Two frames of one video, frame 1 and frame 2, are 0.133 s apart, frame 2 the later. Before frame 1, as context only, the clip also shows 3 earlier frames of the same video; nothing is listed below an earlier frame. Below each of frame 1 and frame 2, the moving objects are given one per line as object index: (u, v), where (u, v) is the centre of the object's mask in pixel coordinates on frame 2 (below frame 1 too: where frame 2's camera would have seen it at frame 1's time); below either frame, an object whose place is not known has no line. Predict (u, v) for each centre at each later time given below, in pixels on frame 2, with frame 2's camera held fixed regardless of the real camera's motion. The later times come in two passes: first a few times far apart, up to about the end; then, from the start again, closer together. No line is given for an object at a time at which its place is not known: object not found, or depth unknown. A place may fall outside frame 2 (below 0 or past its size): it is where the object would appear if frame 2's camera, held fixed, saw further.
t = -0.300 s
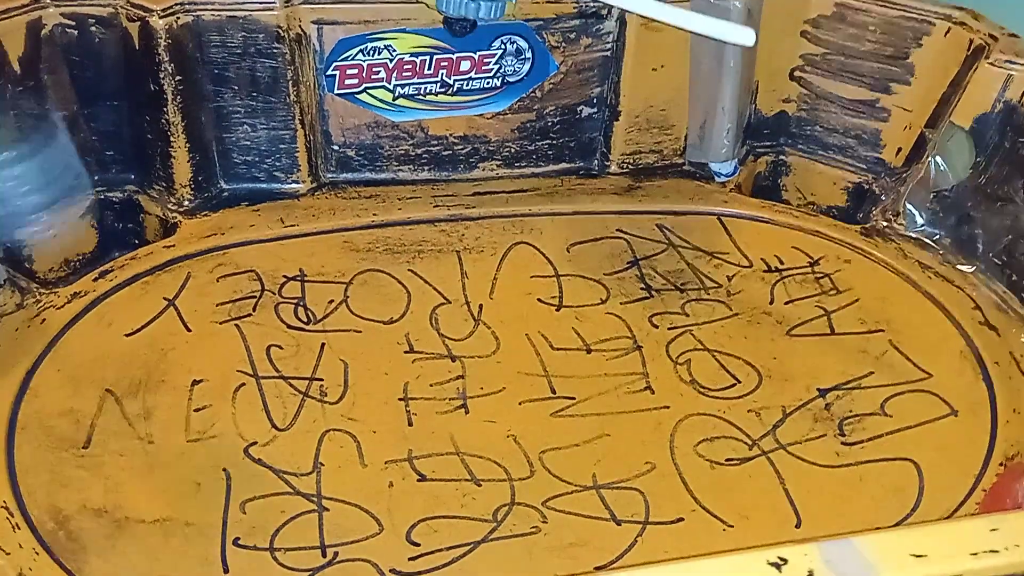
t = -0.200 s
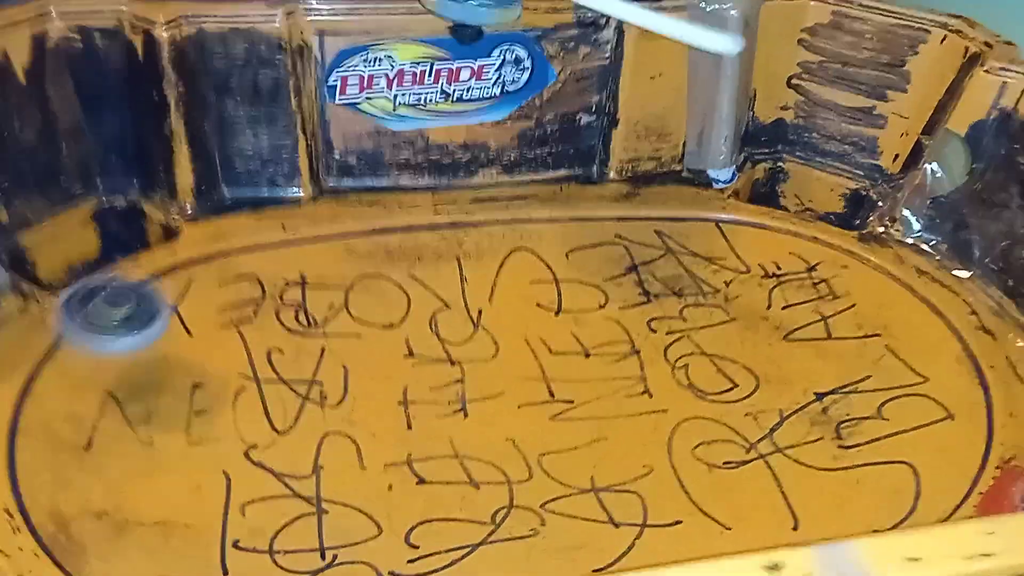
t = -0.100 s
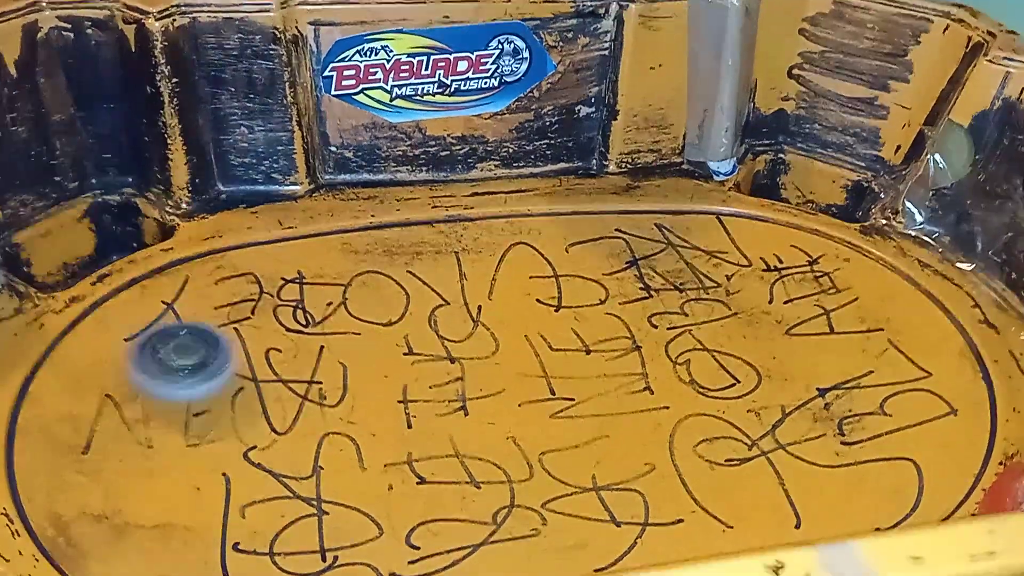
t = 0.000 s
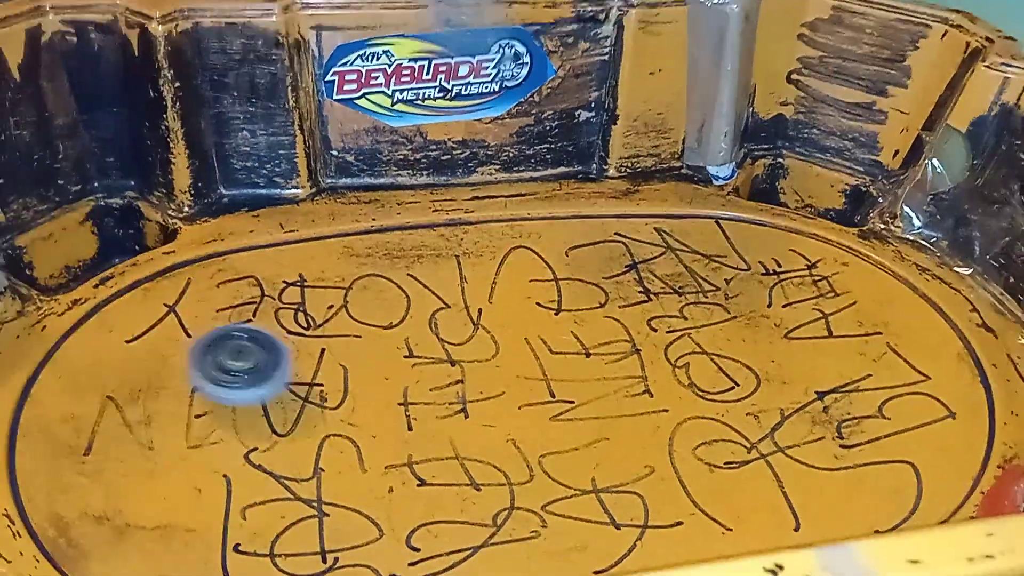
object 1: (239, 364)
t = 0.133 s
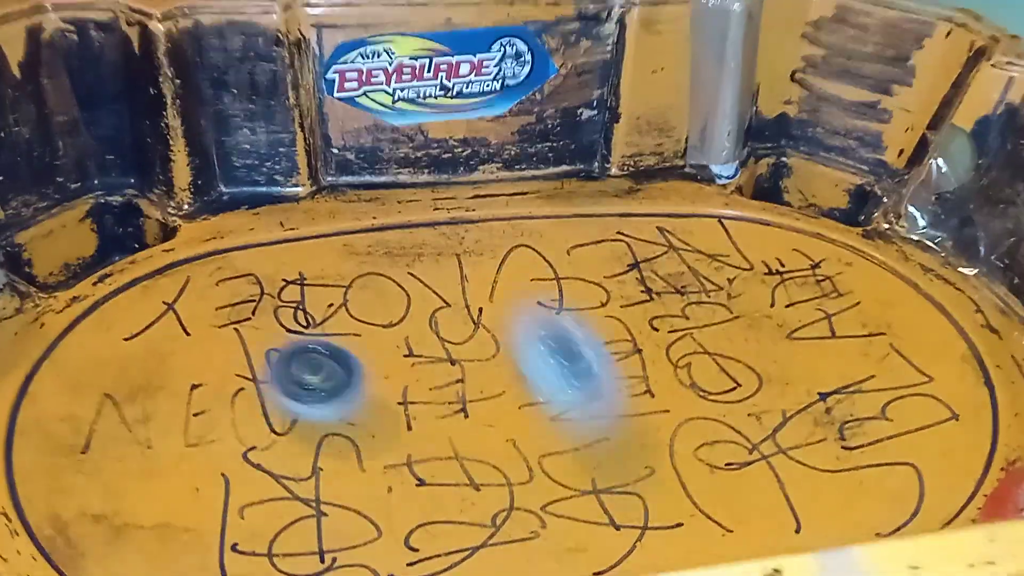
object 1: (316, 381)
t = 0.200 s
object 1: (360, 400)
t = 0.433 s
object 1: (526, 379)
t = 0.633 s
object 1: (576, 291)
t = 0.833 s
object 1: (487, 237)
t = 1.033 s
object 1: (374, 286)
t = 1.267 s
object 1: (470, 420)
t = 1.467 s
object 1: (633, 432)
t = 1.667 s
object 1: (721, 358)
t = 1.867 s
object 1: (650, 288)
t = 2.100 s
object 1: (478, 322)
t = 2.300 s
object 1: (412, 431)
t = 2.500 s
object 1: (502, 527)
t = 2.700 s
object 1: (493, 501)
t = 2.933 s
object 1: (283, 449)
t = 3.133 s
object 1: (209, 504)
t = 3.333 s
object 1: (327, 510)
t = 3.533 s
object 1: (389, 432)
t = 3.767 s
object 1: (348, 387)
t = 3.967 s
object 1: (361, 376)
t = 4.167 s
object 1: (438, 365)
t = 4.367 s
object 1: (456, 291)
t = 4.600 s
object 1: (369, 257)
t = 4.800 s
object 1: (391, 329)
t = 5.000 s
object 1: (508, 373)
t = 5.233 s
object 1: (632, 340)
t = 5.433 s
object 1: (617, 286)
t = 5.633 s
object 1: (525, 306)
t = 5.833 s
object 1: (502, 383)
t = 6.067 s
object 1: (565, 460)
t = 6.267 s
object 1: (672, 452)
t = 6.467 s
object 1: (648, 386)
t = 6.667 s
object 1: (570, 361)
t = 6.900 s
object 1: (453, 386)
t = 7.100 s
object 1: (365, 455)
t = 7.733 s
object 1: (449, 387)
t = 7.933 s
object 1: (459, 313)
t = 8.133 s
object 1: (511, 235)
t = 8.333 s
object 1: (418, 216)
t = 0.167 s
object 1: (337, 390)
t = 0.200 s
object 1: (360, 400)
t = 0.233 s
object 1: (384, 409)
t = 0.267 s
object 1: (409, 415)
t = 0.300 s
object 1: (435, 417)
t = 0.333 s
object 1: (462, 413)
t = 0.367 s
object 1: (485, 404)
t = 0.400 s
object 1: (506, 392)
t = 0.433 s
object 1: (526, 379)
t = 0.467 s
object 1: (543, 366)
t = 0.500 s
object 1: (560, 352)
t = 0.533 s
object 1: (571, 339)
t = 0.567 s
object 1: (579, 323)
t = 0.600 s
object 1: (579, 308)
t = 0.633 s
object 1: (576, 291)
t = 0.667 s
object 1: (571, 278)
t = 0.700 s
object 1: (561, 265)
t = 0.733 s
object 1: (547, 254)
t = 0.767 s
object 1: (531, 246)
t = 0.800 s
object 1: (510, 240)
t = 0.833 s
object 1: (487, 237)
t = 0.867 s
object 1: (464, 238)
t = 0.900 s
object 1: (440, 241)
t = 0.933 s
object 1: (419, 247)
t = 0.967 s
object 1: (399, 255)
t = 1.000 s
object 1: (383, 269)
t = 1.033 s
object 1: (374, 286)
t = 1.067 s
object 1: (371, 303)
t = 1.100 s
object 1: (376, 324)
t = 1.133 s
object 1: (391, 349)
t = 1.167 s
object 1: (407, 371)
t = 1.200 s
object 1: (427, 393)
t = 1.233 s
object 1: (448, 407)
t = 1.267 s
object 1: (470, 420)
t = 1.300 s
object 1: (492, 429)
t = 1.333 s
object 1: (517, 433)
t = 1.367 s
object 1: (546, 436)
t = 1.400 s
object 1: (575, 438)
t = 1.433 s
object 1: (605, 436)
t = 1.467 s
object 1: (633, 432)
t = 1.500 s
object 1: (659, 424)
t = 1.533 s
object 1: (681, 413)
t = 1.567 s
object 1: (698, 400)
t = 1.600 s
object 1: (711, 386)
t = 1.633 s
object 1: (717, 371)
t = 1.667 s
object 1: (721, 358)
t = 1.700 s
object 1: (719, 341)
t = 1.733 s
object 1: (713, 327)
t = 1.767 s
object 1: (702, 314)
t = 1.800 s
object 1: (688, 304)
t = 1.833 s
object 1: (670, 295)
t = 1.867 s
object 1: (650, 288)
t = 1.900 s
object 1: (626, 284)
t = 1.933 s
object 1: (603, 283)
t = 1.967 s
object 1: (576, 287)
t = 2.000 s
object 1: (551, 292)
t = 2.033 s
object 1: (526, 300)
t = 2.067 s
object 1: (502, 309)
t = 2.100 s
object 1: (478, 322)
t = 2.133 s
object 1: (462, 334)
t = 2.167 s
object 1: (447, 349)
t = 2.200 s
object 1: (432, 366)
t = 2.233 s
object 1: (421, 385)
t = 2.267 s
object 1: (415, 408)
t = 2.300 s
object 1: (412, 431)
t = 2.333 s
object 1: (412, 456)
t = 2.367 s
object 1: (420, 479)
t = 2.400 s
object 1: (433, 496)
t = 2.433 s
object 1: (452, 509)
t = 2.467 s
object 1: (476, 520)
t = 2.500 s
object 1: (502, 527)
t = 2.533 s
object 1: (531, 529)
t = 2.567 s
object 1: (561, 529)
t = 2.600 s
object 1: (590, 526)
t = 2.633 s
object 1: (597, 519)
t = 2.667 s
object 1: (546, 504)
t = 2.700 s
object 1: (493, 501)
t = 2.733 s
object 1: (446, 489)
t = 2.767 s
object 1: (408, 475)
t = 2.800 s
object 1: (372, 463)
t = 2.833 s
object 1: (348, 455)
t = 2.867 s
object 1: (323, 448)
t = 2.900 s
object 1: (303, 445)
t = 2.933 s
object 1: (283, 449)
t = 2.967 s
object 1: (265, 455)
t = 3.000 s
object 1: (243, 464)
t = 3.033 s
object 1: (226, 473)
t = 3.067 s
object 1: (213, 483)
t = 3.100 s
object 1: (206, 494)
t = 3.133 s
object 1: (209, 504)
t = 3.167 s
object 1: (218, 513)
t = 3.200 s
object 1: (235, 518)
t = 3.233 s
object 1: (255, 520)
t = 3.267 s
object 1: (279, 520)
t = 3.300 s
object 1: (303, 516)
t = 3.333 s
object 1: (327, 510)
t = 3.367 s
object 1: (348, 501)
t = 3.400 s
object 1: (365, 489)
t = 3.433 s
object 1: (378, 475)
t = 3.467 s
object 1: (385, 461)
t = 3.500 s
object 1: (389, 445)
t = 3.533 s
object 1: (389, 432)
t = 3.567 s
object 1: (387, 421)
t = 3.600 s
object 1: (382, 411)
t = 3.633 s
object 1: (374, 404)
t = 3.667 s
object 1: (367, 399)
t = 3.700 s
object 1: (359, 394)
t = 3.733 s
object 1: (354, 390)
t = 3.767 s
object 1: (348, 387)
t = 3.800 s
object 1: (345, 383)
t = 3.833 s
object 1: (344, 381)
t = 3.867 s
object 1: (344, 378)
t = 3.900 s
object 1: (347, 376)
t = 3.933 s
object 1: (354, 376)
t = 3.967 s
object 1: (361, 376)
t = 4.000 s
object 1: (371, 377)
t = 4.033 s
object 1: (384, 378)
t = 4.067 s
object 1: (397, 379)
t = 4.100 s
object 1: (414, 377)
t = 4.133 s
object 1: (426, 372)
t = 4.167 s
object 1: (438, 365)
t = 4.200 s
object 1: (447, 353)
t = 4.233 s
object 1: (453, 341)
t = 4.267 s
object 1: (459, 329)
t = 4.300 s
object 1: (462, 316)
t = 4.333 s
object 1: (460, 305)
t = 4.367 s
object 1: (456, 291)
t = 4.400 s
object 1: (450, 280)
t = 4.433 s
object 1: (439, 272)
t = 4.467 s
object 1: (428, 264)
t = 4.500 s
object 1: (414, 257)
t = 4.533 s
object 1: (399, 255)
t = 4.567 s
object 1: (383, 255)
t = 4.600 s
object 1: (369, 257)
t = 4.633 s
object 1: (358, 263)
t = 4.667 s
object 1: (353, 272)
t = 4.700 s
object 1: (356, 283)
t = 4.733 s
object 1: (365, 297)
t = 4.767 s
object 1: (375, 311)
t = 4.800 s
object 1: (391, 329)
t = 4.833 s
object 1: (406, 345)
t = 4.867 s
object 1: (425, 359)
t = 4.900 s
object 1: (443, 368)
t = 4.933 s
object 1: (464, 374)
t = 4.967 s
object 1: (487, 375)
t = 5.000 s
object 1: (508, 373)
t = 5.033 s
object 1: (532, 370)
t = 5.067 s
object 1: (553, 367)
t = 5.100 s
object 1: (574, 364)
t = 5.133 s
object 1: (596, 362)
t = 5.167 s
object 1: (611, 357)
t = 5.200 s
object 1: (623, 349)
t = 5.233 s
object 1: (632, 340)
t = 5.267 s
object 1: (636, 328)
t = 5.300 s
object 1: (639, 318)
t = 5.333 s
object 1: (639, 307)
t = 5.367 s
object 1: (635, 298)
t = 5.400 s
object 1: (628, 291)
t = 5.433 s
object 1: (617, 286)
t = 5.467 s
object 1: (603, 283)
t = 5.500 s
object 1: (586, 283)
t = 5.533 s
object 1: (571, 285)
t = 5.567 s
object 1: (555, 291)
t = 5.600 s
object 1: (540, 297)
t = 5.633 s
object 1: (525, 306)
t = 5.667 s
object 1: (515, 317)
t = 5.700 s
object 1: (505, 329)
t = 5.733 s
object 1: (498, 343)
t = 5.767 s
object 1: (495, 357)
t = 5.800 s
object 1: (496, 370)
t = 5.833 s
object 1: (502, 383)
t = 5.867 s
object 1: (507, 396)
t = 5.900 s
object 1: (513, 409)
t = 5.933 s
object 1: (519, 421)
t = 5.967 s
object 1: (524, 433)
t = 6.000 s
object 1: (533, 443)
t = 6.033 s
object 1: (548, 453)
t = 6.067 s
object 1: (565, 460)
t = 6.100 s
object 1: (584, 465)
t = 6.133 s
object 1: (604, 468)
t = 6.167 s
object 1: (623, 468)
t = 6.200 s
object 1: (642, 465)
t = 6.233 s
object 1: (658, 460)
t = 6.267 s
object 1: (672, 452)
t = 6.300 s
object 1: (681, 443)
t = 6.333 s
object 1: (684, 433)
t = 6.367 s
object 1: (682, 420)
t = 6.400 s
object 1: (674, 409)
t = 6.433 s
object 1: (663, 397)
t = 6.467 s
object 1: (648, 386)
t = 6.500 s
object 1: (630, 376)
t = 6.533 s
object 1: (628, 371)
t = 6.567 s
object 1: (622, 367)
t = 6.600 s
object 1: (607, 364)
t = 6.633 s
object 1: (587, 361)
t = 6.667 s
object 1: (570, 361)
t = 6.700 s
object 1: (554, 364)
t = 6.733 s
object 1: (539, 367)
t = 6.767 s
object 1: (523, 370)
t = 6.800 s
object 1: (506, 374)
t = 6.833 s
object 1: (489, 378)
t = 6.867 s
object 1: (472, 382)
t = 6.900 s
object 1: (453, 386)
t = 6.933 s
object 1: (437, 391)
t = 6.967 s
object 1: (420, 397)
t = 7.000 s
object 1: (404, 410)
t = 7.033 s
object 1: (391, 425)
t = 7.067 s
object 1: (378, 439)
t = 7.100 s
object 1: (365, 455)
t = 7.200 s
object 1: (349, 499)
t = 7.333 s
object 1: (410, 527)
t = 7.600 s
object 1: (497, 441)
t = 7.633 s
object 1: (491, 425)
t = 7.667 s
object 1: (480, 410)
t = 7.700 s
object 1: (465, 397)
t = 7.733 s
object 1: (449, 387)
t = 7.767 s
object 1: (435, 375)
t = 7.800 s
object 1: (420, 368)
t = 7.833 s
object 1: (401, 362)
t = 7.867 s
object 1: (391, 359)
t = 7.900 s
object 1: (427, 335)
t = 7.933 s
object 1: (459, 313)
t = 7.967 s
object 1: (483, 292)
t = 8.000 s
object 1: (499, 273)
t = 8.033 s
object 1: (512, 258)
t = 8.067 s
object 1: (516, 248)
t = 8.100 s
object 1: (516, 241)
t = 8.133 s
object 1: (511, 235)
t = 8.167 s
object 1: (500, 231)
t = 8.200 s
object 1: (487, 227)
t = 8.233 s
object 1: (473, 223)
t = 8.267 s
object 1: (456, 219)
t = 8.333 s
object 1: (418, 216)
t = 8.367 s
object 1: (399, 215)
